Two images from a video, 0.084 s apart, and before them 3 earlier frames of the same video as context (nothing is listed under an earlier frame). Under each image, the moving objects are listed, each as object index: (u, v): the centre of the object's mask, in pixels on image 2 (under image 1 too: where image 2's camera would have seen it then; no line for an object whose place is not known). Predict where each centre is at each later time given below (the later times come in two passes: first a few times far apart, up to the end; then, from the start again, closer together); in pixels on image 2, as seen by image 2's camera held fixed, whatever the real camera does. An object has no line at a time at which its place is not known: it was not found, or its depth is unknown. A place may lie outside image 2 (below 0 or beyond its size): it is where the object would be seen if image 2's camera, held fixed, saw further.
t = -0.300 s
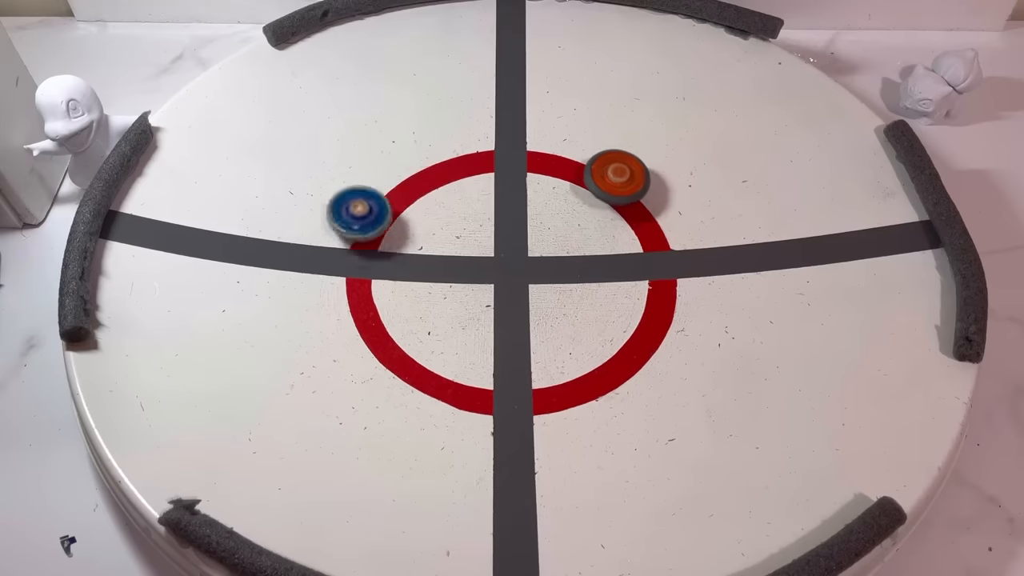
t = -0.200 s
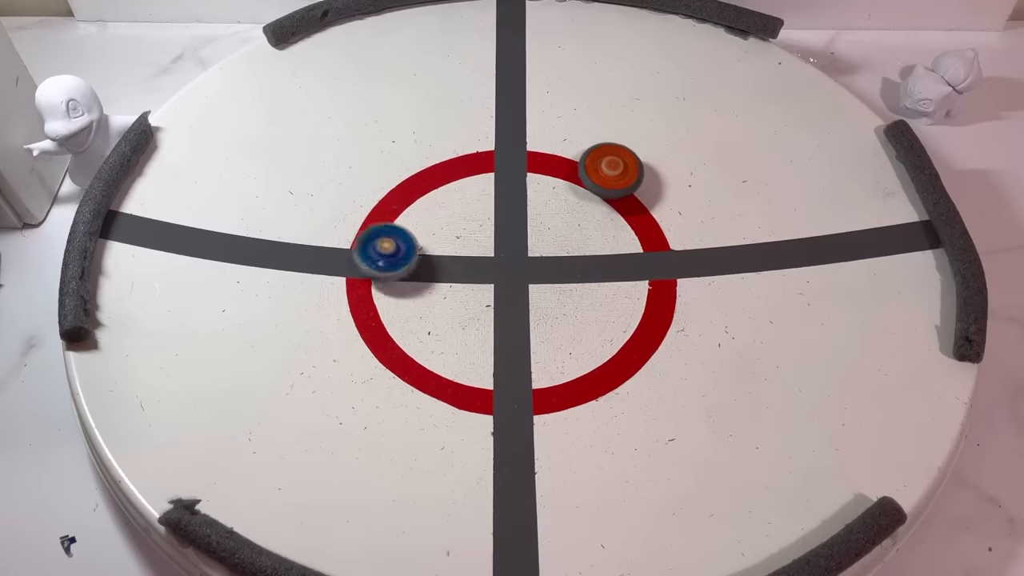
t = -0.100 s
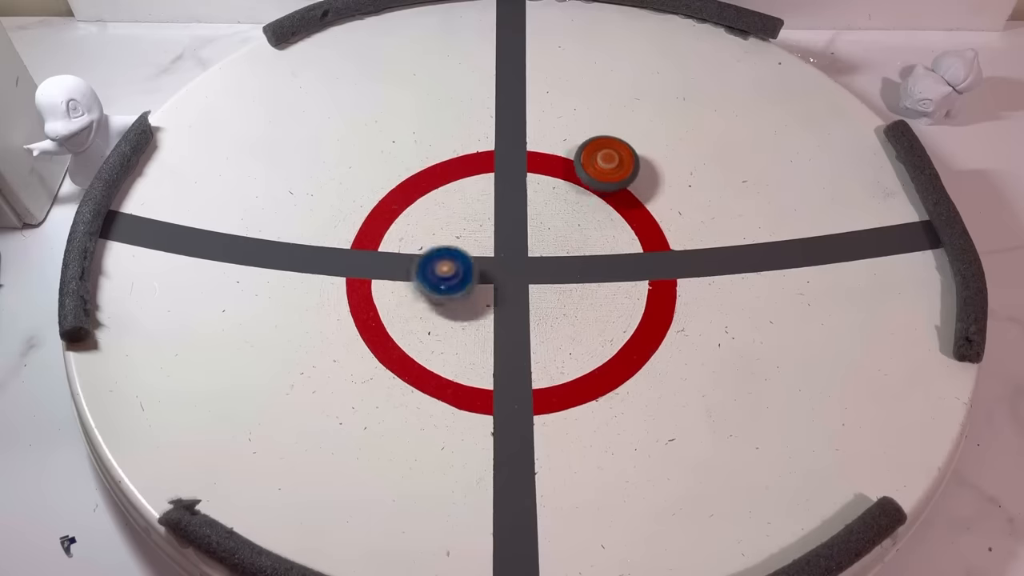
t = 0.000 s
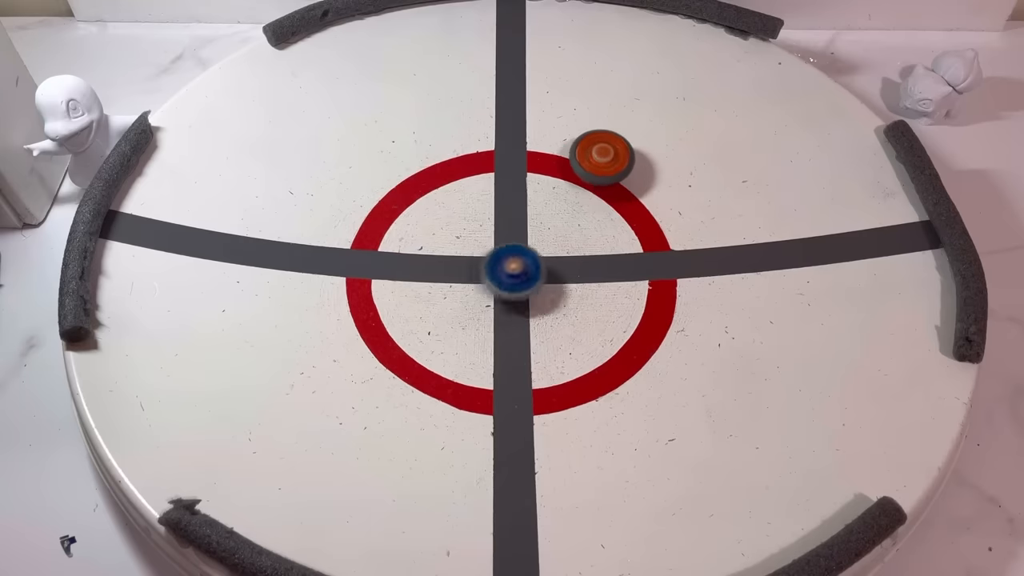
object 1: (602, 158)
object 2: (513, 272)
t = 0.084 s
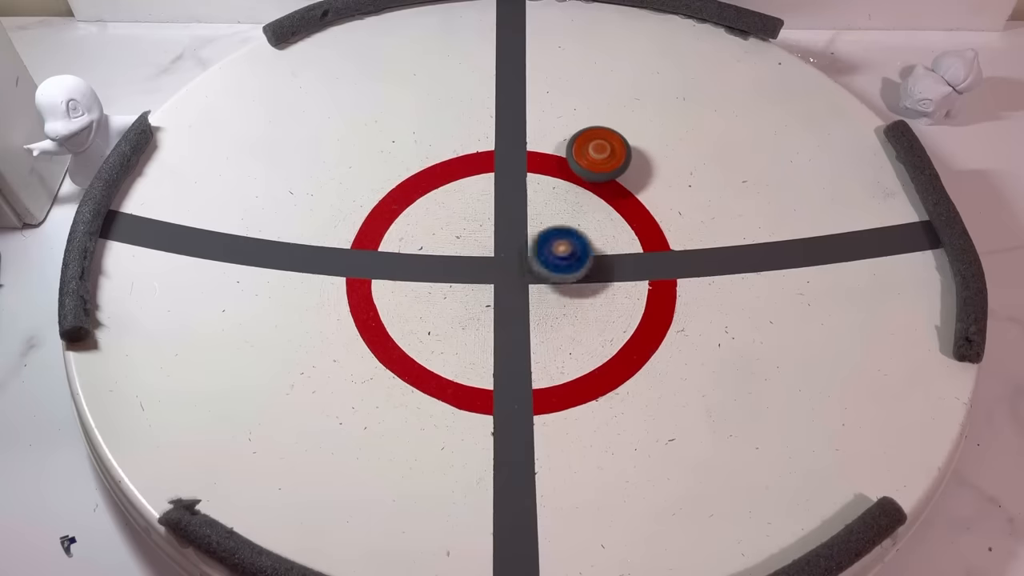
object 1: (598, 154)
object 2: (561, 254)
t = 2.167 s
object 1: (504, 255)
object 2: (476, 346)
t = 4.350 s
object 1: (520, 158)
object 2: (553, 233)
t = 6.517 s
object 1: (358, 183)
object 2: (576, 287)
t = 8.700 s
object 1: (417, 226)
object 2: (620, 281)
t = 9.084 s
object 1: (408, 217)
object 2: (653, 245)
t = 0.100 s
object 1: (597, 154)
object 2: (570, 249)
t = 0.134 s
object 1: (595, 153)
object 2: (585, 238)
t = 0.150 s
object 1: (594, 153)
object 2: (590, 233)
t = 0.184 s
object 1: (594, 152)
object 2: (603, 220)
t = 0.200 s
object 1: (593, 152)
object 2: (607, 213)
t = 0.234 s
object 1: (592, 151)
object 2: (616, 203)
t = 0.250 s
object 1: (590, 148)
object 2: (620, 199)
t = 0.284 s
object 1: (588, 145)
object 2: (627, 193)
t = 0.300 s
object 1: (587, 144)
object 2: (630, 189)
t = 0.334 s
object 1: (583, 138)
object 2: (636, 180)
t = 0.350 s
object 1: (577, 133)
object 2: (640, 178)
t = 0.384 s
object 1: (565, 126)
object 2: (645, 176)
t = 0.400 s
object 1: (560, 125)
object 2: (647, 175)
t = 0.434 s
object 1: (554, 123)
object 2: (646, 173)
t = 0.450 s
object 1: (552, 122)
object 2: (646, 173)
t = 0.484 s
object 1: (548, 122)
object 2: (645, 172)
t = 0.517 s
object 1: (546, 121)
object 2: (642, 173)
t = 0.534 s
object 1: (545, 121)
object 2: (639, 173)
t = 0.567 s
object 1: (543, 121)
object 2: (634, 174)
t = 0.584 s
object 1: (542, 121)
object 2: (630, 175)
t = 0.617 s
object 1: (539, 121)
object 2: (625, 177)
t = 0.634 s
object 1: (537, 120)
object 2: (623, 178)
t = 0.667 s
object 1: (535, 120)
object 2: (618, 182)
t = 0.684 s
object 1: (535, 120)
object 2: (614, 184)
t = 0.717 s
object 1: (532, 121)
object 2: (608, 189)
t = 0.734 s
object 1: (531, 121)
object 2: (606, 191)
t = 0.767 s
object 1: (528, 123)
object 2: (600, 198)
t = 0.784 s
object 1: (527, 124)
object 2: (597, 202)
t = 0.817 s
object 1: (525, 126)
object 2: (593, 213)
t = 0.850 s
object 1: (523, 127)
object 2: (591, 224)
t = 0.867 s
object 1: (521, 128)
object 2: (590, 230)
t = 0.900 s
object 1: (519, 129)
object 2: (591, 241)
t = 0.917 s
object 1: (518, 130)
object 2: (593, 246)
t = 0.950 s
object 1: (516, 133)
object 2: (596, 255)
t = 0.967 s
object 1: (516, 134)
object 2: (598, 260)
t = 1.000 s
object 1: (514, 136)
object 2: (603, 268)
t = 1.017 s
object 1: (513, 137)
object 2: (606, 272)
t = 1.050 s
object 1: (512, 139)
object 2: (612, 281)
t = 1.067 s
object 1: (512, 141)
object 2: (614, 285)
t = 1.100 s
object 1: (511, 144)
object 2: (621, 291)
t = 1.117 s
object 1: (511, 146)
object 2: (624, 295)
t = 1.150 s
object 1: (510, 149)
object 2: (632, 300)
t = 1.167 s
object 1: (509, 150)
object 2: (637, 302)
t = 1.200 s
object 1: (509, 154)
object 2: (644, 306)
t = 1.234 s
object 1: (509, 157)
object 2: (653, 308)
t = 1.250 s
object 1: (509, 159)
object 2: (657, 310)
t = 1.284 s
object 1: (508, 163)
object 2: (666, 311)
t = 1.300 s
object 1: (508, 165)
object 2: (670, 311)
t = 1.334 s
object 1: (508, 169)
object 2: (675, 310)
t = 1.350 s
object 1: (508, 171)
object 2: (677, 309)
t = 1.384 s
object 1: (507, 174)
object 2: (679, 306)
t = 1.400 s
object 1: (507, 176)
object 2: (679, 305)
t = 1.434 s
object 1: (507, 179)
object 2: (676, 300)
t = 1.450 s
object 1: (507, 181)
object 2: (674, 297)
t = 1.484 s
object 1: (508, 185)
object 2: (669, 293)
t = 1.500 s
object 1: (508, 186)
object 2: (666, 291)
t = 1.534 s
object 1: (508, 190)
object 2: (660, 287)
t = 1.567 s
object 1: (508, 194)
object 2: (653, 282)
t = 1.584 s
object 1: (509, 196)
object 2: (648, 281)
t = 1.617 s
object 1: (509, 199)
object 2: (637, 278)
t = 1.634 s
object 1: (509, 201)
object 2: (631, 276)
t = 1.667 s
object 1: (509, 205)
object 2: (618, 273)
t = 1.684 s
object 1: (509, 207)
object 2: (611, 273)
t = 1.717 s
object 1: (509, 210)
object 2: (596, 272)
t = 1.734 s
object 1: (509, 212)
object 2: (589, 272)
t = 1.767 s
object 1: (508, 216)
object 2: (574, 272)
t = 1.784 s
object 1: (508, 218)
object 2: (568, 273)
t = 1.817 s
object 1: (509, 221)
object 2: (553, 276)
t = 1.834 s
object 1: (509, 223)
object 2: (545, 278)
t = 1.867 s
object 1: (509, 226)
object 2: (532, 282)
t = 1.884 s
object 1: (508, 228)
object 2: (525, 284)
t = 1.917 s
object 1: (508, 231)
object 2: (514, 291)
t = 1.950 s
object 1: (508, 234)
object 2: (503, 298)
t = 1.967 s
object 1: (508, 236)
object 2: (498, 302)
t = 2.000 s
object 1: (507, 239)
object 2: (490, 310)
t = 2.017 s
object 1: (506, 241)
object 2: (486, 314)
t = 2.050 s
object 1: (506, 244)
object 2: (479, 321)
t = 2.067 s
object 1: (506, 245)
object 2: (476, 325)
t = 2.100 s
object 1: (505, 248)
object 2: (473, 333)
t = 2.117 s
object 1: (505, 250)
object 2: (473, 337)
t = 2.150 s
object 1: (504, 253)
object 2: (475, 343)
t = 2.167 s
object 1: (504, 255)
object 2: (476, 346)
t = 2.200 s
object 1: (503, 257)
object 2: (480, 351)
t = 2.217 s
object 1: (503, 258)
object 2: (483, 353)
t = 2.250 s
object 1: (502, 261)
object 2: (490, 355)
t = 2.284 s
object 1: (501, 263)
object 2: (496, 355)
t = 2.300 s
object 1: (500, 264)
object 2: (497, 355)
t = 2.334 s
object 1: (498, 267)
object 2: (503, 354)
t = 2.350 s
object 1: (497, 268)
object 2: (506, 352)
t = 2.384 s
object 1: (495, 270)
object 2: (511, 348)
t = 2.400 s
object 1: (495, 271)
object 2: (514, 344)
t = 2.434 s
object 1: (493, 273)
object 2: (518, 336)
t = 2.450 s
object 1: (492, 274)
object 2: (520, 332)
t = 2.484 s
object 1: (486, 256)
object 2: (526, 331)
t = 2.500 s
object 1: (478, 232)
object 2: (531, 337)
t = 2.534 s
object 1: (466, 196)
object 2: (541, 358)
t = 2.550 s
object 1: (457, 181)
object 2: (547, 367)
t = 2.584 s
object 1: (438, 156)
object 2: (557, 371)
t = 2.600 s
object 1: (431, 141)
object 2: (561, 374)
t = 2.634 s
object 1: (422, 124)
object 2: (565, 375)
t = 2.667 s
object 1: (419, 111)
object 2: (570, 375)
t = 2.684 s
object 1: (418, 107)
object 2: (572, 375)
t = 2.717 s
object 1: (418, 103)
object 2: (578, 375)
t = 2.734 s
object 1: (417, 103)
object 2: (582, 374)
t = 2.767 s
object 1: (416, 102)
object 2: (587, 369)
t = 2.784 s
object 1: (416, 103)
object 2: (589, 367)
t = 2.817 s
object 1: (415, 105)
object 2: (593, 360)
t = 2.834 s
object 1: (415, 105)
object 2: (593, 356)
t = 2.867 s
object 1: (415, 106)
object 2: (595, 350)
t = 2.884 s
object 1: (415, 107)
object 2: (595, 347)
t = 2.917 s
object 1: (415, 108)
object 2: (595, 338)
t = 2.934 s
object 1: (415, 109)
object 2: (594, 334)
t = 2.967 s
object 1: (415, 109)
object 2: (591, 323)
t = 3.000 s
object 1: (415, 110)
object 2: (587, 313)
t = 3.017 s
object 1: (415, 110)
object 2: (583, 309)
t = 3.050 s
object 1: (415, 111)
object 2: (576, 298)
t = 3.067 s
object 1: (415, 112)
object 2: (571, 294)
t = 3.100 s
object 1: (415, 112)
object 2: (561, 284)
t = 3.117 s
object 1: (416, 112)
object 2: (556, 280)
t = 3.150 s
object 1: (416, 112)
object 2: (544, 272)
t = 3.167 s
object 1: (417, 112)
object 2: (538, 268)
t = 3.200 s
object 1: (418, 112)
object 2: (527, 261)
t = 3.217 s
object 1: (419, 112)
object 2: (521, 258)
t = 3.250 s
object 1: (420, 111)
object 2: (507, 253)
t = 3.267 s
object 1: (421, 111)
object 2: (500, 251)
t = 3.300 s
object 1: (423, 111)
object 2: (487, 246)
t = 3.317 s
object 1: (424, 111)
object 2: (480, 244)
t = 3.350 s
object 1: (427, 111)
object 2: (466, 241)
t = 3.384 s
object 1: (430, 112)
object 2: (453, 240)
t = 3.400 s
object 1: (432, 112)
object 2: (447, 239)
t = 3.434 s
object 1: (435, 113)
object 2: (433, 239)
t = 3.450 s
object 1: (436, 114)
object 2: (426, 240)
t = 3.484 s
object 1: (440, 115)
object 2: (412, 242)
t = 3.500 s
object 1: (442, 116)
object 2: (406, 244)
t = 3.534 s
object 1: (446, 117)
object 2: (395, 248)
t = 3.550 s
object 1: (448, 118)
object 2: (390, 251)
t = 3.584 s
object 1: (452, 120)
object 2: (383, 257)
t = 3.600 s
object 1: (453, 121)
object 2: (380, 261)
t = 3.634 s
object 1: (457, 124)
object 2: (379, 266)
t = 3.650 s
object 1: (459, 125)
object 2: (379, 269)
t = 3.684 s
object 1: (464, 127)
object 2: (379, 274)
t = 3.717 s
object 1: (468, 129)
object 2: (382, 281)
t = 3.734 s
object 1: (469, 130)
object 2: (385, 283)
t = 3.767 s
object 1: (473, 133)
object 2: (392, 288)
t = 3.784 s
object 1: (474, 135)
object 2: (397, 290)
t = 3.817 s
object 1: (478, 137)
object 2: (406, 293)
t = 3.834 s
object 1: (479, 138)
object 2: (412, 295)
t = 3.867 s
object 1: (483, 141)
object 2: (425, 297)
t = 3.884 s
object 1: (485, 143)
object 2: (432, 296)
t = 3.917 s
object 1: (487, 145)
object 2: (446, 294)
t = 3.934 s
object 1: (489, 146)
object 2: (453, 292)
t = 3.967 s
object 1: (493, 149)
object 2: (465, 288)
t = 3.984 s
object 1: (494, 150)
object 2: (471, 285)
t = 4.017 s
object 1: (498, 155)
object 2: (483, 279)
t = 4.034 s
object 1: (500, 157)
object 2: (488, 276)
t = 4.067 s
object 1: (502, 160)
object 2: (497, 268)
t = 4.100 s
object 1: (505, 163)
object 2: (506, 260)
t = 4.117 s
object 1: (506, 164)
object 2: (511, 256)
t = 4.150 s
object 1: (509, 168)
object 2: (518, 247)
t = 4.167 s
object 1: (510, 169)
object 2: (521, 242)
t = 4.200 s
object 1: (512, 172)
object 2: (525, 232)
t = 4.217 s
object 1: (513, 173)
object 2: (527, 228)
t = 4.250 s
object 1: (514, 163)
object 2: (535, 231)
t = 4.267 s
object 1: (515, 159)
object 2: (538, 232)
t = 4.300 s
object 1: (517, 156)
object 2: (545, 233)
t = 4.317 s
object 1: (519, 156)
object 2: (548, 233)
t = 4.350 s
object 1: (520, 158)
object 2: (553, 233)
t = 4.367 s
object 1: (520, 160)
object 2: (556, 233)
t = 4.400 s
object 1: (519, 163)
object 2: (561, 233)
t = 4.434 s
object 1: (519, 166)
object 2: (566, 233)
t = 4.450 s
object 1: (519, 168)
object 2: (567, 233)
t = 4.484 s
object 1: (519, 172)
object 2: (569, 233)
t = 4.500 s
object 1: (519, 174)
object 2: (570, 233)
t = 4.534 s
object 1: (518, 178)
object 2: (573, 233)
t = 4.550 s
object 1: (518, 180)
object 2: (574, 234)
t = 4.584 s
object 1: (518, 183)
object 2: (577, 234)
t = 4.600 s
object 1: (517, 185)
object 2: (579, 234)
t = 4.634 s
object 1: (517, 189)
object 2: (583, 234)
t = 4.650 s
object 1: (516, 191)
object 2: (584, 234)
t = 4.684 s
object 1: (515, 194)
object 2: (587, 235)
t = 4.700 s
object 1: (515, 196)
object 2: (588, 235)
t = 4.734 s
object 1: (513, 199)
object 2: (591, 236)
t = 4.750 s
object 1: (513, 201)
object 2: (593, 236)
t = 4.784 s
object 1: (512, 204)
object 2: (595, 238)
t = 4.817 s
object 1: (511, 207)
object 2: (596, 239)
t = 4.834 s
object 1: (510, 208)
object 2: (596, 239)
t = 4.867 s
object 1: (509, 211)
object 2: (597, 240)
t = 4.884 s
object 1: (508, 213)
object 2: (597, 241)
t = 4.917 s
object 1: (506, 216)
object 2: (594, 241)
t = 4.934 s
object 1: (506, 217)
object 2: (592, 241)
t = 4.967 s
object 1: (503, 220)
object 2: (587, 242)
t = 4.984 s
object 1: (502, 222)
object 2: (584, 244)
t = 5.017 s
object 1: (500, 224)
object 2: (581, 246)
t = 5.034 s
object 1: (499, 225)
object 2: (579, 247)
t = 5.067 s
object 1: (497, 228)
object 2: (577, 248)
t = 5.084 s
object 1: (496, 228)
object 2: (576, 249)
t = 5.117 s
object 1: (494, 231)
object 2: (573, 251)
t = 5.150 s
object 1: (492, 233)
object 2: (570, 254)
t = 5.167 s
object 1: (490, 234)
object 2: (569, 255)
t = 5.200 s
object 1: (487, 236)
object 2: (566, 257)
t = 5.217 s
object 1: (486, 237)
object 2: (564, 258)
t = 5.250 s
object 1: (483, 239)
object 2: (562, 261)
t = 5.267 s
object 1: (482, 240)
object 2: (561, 263)
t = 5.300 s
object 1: (480, 241)
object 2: (558, 266)
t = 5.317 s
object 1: (478, 242)
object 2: (558, 268)
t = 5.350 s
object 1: (476, 243)
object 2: (556, 272)
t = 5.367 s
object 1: (474, 244)
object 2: (555, 273)
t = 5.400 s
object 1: (471, 245)
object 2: (552, 276)
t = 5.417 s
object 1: (470, 245)
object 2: (551, 278)
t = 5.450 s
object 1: (467, 246)
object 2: (547, 282)
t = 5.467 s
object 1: (466, 246)
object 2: (546, 284)
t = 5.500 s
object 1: (463, 246)
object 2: (544, 287)
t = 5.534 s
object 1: (461, 247)
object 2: (543, 291)
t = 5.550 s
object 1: (460, 247)
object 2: (543, 293)
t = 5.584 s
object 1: (457, 247)
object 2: (543, 296)
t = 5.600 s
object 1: (456, 247)
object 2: (543, 298)
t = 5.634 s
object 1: (453, 247)
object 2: (543, 299)
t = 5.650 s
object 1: (452, 247)
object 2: (543, 299)
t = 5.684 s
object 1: (450, 246)
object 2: (544, 301)
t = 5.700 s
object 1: (448, 246)
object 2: (545, 302)
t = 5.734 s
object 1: (446, 246)
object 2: (546, 301)
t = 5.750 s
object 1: (445, 246)
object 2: (547, 302)
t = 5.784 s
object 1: (443, 246)
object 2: (548, 300)
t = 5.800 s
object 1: (441, 245)
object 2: (548, 300)
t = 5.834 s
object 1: (439, 244)
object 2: (548, 298)
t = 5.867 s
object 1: (437, 243)
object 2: (548, 296)
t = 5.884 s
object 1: (436, 243)
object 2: (548, 294)
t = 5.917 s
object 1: (435, 241)
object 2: (545, 292)
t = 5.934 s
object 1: (434, 241)
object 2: (544, 291)
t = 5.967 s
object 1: (433, 239)
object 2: (543, 289)
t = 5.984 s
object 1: (432, 238)
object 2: (542, 288)
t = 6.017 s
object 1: (431, 238)
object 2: (539, 286)
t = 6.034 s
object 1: (431, 238)
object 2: (538, 285)
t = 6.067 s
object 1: (431, 238)
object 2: (535, 281)
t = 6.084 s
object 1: (431, 238)
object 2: (534, 280)
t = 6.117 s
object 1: (431, 238)
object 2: (530, 277)
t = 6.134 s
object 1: (431, 239)
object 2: (528, 275)
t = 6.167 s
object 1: (431, 239)
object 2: (523, 271)
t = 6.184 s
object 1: (431, 239)
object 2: (521, 270)
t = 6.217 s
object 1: (432, 239)
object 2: (514, 266)
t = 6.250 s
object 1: (431, 240)
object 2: (506, 264)
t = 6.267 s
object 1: (431, 240)
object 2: (503, 263)
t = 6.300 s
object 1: (431, 239)
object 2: (497, 261)
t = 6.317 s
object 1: (425, 234)
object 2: (499, 262)
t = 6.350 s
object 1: (395, 215)
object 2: (519, 272)
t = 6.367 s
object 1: (384, 208)
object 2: (526, 274)
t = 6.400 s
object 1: (367, 196)
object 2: (537, 278)
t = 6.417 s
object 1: (362, 193)
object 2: (543, 281)
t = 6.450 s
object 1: (358, 187)
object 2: (556, 285)
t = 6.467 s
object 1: (358, 185)
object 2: (561, 286)
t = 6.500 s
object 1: (358, 183)
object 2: (571, 287)
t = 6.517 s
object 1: (358, 183)
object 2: (576, 287)
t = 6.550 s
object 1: (359, 183)
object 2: (587, 289)
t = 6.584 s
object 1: (360, 182)
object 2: (598, 289)
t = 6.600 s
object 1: (360, 181)
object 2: (603, 289)
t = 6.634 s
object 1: (361, 180)
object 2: (612, 288)
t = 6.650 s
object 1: (362, 180)
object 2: (616, 288)
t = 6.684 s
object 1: (364, 178)
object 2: (626, 284)
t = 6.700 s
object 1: (366, 177)
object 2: (630, 283)
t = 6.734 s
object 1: (368, 177)
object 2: (638, 279)
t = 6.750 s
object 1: (370, 177)
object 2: (641, 276)
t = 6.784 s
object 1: (373, 177)
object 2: (645, 272)
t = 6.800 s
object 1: (375, 177)
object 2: (647, 269)
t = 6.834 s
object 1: (377, 177)
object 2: (648, 262)
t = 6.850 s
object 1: (379, 177)
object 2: (648, 260)
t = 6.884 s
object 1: (383, 179)
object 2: (647, 255)
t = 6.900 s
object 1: (384, 179)
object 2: (646, 253)
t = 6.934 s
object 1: (388, 180)
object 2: (642, 248)
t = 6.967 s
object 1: (392, 180)
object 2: (637, 245)
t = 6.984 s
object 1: (394, 181)
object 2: (634, 243)
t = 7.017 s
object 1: (397, 182)
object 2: (629, 241)
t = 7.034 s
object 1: (399, 182)
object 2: (625, 240)
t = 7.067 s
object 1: (403, 183)
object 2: (616, 238)
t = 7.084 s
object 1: (405, 184)
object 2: (612, 238)
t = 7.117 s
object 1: (409, 185)
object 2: (605, 237)
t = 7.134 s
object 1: (411, 185)
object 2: (601, 237)
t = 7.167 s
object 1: (414, 187)
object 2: (593, 236)
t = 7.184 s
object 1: (416, 187)
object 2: (589, 237)
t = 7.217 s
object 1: (420, 189)
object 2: (580, 237)
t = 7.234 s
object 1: (422, 190)
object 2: (575, 238)
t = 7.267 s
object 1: (426, 192)
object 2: (567, 240)
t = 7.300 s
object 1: (429, 195)
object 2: (557, 242)
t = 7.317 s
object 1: (431, 195)
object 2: (553, 243)
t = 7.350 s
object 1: (435, 198)
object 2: (544, 246)
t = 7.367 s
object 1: (437, 199)
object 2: (540, 248)
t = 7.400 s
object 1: (441, 202)
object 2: (531, 251)
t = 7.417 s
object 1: (443, 203)
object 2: (527, 253)
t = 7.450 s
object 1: (446, 206)
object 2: (519, 257)
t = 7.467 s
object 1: (449, 208)
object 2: (515, 260)
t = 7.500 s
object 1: (452, 211)
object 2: (508, 264)
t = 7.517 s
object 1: (453, 213)
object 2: (504, 266)
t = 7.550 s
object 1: (456, 216)
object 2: (498, 271)
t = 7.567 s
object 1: (458, 218)
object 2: (495, 274)
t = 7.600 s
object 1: (460, 221)
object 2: (490, 279)
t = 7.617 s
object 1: (461, 222)
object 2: (488, 281)
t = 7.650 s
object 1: (464, 225)
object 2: (484, 286)
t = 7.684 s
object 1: (466, 228)
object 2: (481, 291)
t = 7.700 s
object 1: (467, 230)
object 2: (480, 294)
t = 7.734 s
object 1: (469, 233)
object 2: (479, 299)
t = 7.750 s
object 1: (470, 235)
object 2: (478, 301)
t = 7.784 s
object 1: (472, 238)
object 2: (477, 305)
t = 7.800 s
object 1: (473, 240)
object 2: (477, 308)
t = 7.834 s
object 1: (474, 243)
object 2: (478, 311)
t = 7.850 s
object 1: (475, 244)
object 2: (479, 312)
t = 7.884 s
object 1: (477, 247)
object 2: (482, 315)
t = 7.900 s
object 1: (477, 249)
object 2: (483, 317)
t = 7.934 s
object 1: (478, 252)
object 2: (488, 320)
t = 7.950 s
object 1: (479, 253)
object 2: (490, 320)
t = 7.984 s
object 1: (480, 256)
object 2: (494, 319)
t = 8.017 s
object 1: (480, 258)
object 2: (498, 318)
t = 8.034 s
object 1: (481, 259)
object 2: (501, 316)
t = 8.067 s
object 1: (481, 256)
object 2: (505, 315)
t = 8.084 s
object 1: (480, 253)
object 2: (508, 316)
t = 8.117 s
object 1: (478, 243)
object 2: (511, 315)
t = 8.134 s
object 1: (478, 241)
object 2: (513, 315)
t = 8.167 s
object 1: (480, 237)
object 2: (516, 313)
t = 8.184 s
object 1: (481, 238)
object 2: (518, 311)
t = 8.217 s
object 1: (482, 238)
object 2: (521, 309)
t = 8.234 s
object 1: (481, 239)
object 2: (522, 307)
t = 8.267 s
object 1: (479, 241)
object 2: (525, 303)
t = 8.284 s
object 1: (478, 241)
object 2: (526, 300)
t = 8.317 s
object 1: (476, 243)
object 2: (527, 294)
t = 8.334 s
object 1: (475, 244)
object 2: (528, 291)
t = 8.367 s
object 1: (474, 246)
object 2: (528, 286)
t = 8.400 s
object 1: (472, 248)
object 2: (528, 280)
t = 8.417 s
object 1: (471, 248)
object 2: (528, 278)
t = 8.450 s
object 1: (451, 237)
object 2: (546, 282)
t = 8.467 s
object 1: (443, 233)
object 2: (553, 283)
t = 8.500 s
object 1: (431, 228)
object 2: (563, 283)
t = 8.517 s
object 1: (428, 227)
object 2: (568, 283)
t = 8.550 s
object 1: (424, 225)
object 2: (578, 283)
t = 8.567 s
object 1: (423, 225)
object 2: (583, 284)
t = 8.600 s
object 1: (421, 225)
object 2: (593, 283)
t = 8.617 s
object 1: (420, 225)
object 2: (597, 283)
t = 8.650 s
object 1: (419, 225)
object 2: (606, 283)
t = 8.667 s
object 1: (418, 225)
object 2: (611, 282)
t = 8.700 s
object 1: (417, 226)
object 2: (620, 281)
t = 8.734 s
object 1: (415, 225)
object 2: (629, 279)
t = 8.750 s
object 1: (414, 225)
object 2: (633, 278)
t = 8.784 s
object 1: (412, 225)
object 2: (640, 276)
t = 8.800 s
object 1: (412, 224)
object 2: (643, 275)
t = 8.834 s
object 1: (410, 224)
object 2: (649, 271)
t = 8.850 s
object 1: (410, 224)
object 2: (651, 269)
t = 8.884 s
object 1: (408, 223)
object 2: (653, 266)
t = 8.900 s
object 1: (407, 222)
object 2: (654, 265)
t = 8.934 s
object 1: (408, 222)
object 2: (658, 263)
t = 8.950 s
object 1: (407, 222)
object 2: (660, 261)
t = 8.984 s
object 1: (407, 221)
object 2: (660, 257)
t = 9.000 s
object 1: (407, 220)
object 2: (660, 254)
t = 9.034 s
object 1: (407, 219)
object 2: (658, 250)
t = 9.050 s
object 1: (407, 218)
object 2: (657, 248)
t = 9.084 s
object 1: (408, 217)
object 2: (653, 245)
